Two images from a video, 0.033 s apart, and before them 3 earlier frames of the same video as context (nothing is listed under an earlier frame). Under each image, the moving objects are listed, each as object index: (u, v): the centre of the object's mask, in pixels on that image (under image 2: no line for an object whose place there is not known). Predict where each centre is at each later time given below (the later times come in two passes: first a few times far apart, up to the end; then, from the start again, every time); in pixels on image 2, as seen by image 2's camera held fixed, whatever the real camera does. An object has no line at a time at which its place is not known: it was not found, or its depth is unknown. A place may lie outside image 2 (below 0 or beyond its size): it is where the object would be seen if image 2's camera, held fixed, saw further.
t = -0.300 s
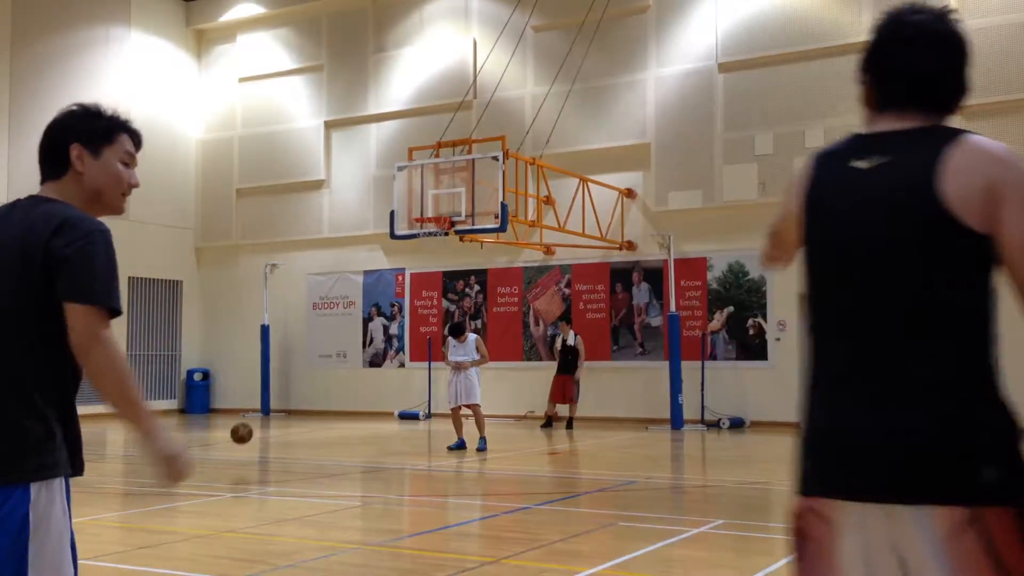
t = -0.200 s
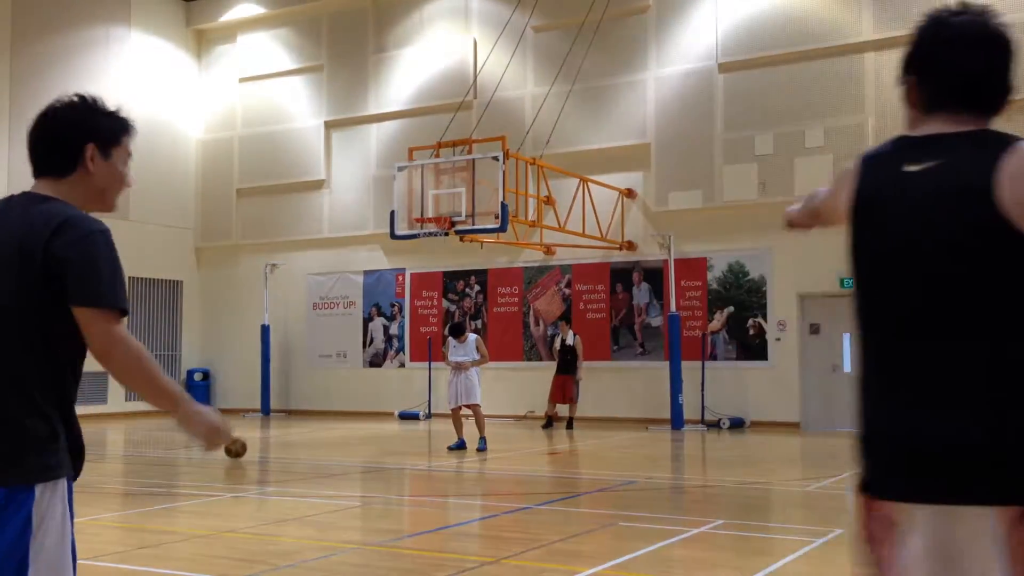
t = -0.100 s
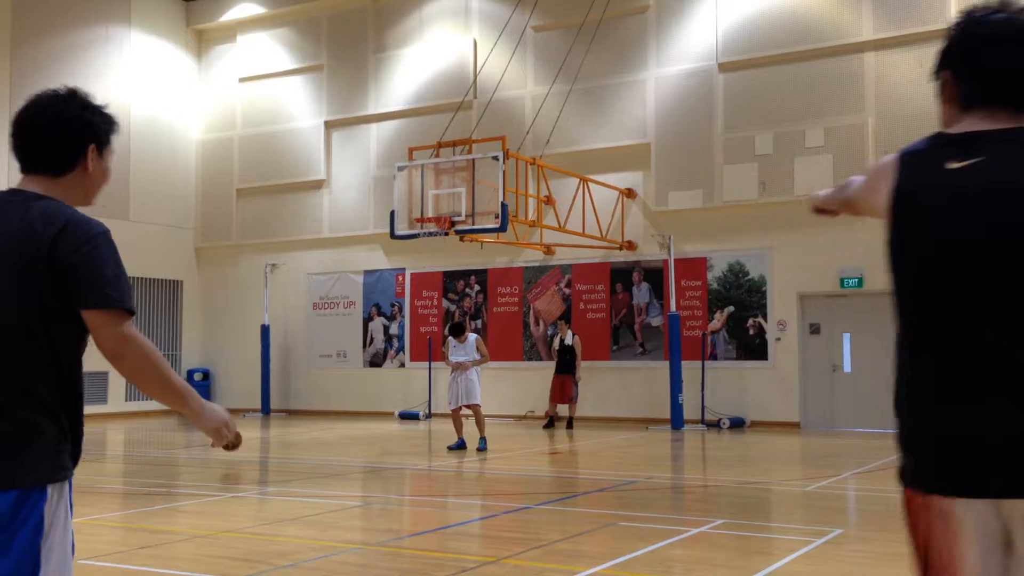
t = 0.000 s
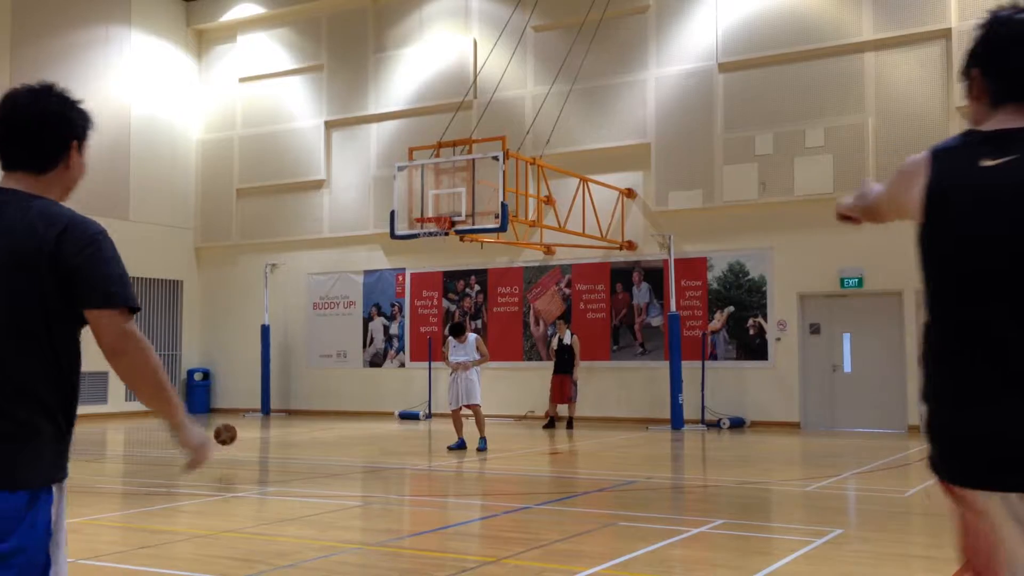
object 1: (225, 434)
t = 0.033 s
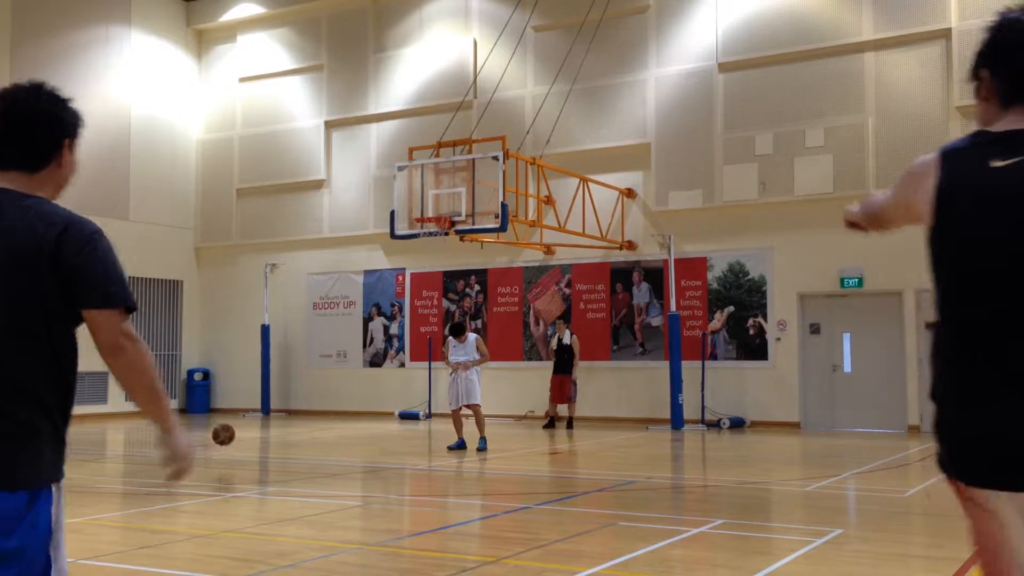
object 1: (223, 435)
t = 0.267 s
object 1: (210, 445)
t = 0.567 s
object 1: (193, 451)
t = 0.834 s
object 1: (178, 452)
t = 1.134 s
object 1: (159, 451)
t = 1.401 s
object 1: (143, 451)
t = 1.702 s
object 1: (124, 453)
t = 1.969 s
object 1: (107, 455)
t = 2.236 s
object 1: (90, 456)
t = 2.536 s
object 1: (72, 457)
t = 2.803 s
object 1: (55, 458)
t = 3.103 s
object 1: (37, 459)
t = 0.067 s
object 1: (221, 435)
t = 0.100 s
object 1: (219, 438)
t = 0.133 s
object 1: (217, 441)
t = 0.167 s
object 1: (216, 445)
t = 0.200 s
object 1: (214, 450)
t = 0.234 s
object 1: (212, 449)
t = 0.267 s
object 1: (210, 445)
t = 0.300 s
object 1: (208, 442)
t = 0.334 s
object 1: (207, 440)
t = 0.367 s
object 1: (205, 440)
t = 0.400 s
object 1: (203, 440)
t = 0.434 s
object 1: (201, 441)
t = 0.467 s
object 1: (199, 443)
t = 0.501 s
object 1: (197, 446)
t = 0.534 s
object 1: (195, 450)
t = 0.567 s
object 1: (193, 451)
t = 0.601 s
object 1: (191, 447)
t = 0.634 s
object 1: (189, 445)
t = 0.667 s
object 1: (188, 444)
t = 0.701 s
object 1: (185, 443)
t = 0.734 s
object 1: (184, 444)
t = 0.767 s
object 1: (182, 446)
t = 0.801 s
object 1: (180, 449)
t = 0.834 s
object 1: (178, 452)
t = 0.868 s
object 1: (176, 451)
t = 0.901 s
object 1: (174, 449)
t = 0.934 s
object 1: (172, 447)
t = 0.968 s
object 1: (170, 447)
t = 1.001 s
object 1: (168, 448)
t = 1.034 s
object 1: (165, 449)
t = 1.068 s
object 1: (163, 452)
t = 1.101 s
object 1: (161, 452)
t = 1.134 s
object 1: (159, 451)
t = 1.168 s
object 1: (157, 449)
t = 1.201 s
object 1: (155, 449)
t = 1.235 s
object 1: (153, 450)
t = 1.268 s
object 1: (151, 452)
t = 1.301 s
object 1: (149, 454)
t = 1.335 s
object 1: (147, 452)
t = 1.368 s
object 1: (145, 451)
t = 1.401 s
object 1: (143, 451)
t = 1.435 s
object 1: (141, 452)
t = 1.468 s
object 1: (139, 454)
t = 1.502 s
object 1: (136, 454)
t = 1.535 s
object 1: (135, 452)
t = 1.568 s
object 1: (133, 452)
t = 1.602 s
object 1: (130, 452)
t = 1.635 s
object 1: (128, 454)
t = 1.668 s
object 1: (126, 455)
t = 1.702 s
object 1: (124, 453)
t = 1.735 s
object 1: (122, 453)
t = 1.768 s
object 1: (120, 454)
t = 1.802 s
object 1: (117, 455)
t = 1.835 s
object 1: (115, 455)
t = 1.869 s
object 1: (113, 454)
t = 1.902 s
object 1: (111, 454)
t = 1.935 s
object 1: (109, 456)
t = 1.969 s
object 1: (107, 455)
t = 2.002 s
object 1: (105, 455)
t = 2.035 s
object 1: (102, 455)
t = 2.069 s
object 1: (100, 456)
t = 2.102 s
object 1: (98, 456)
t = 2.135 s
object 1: (96, 456)
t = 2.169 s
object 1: (94, 457)
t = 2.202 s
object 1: (92, 456)
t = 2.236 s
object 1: (90, 456)
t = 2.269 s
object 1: (88, 457)
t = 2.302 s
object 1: (86, 457)
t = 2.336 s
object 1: (84, 457)
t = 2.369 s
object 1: (82, 457)
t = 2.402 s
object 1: (80, 457)
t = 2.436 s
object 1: (78, 457)
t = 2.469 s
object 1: (76, 457)
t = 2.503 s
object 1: (74, 457)
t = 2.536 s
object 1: (72, 457)
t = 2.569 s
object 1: (70, 457)
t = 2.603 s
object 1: (68, 457)
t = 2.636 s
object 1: (65, 458)
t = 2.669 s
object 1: (64, 458)
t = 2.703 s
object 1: (62, 458)
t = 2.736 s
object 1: (59, 458)
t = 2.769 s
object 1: (57, 458)
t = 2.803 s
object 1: (55, 458)
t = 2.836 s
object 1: (53, 458)
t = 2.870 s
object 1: (51, 458)
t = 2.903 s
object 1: (49, 458)
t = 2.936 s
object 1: (47, 458)
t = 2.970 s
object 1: (45, 459)
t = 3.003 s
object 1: (43, 459)
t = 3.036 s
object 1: (41, 459)
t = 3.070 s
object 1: (39, 459)
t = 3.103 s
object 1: (37, 459)
